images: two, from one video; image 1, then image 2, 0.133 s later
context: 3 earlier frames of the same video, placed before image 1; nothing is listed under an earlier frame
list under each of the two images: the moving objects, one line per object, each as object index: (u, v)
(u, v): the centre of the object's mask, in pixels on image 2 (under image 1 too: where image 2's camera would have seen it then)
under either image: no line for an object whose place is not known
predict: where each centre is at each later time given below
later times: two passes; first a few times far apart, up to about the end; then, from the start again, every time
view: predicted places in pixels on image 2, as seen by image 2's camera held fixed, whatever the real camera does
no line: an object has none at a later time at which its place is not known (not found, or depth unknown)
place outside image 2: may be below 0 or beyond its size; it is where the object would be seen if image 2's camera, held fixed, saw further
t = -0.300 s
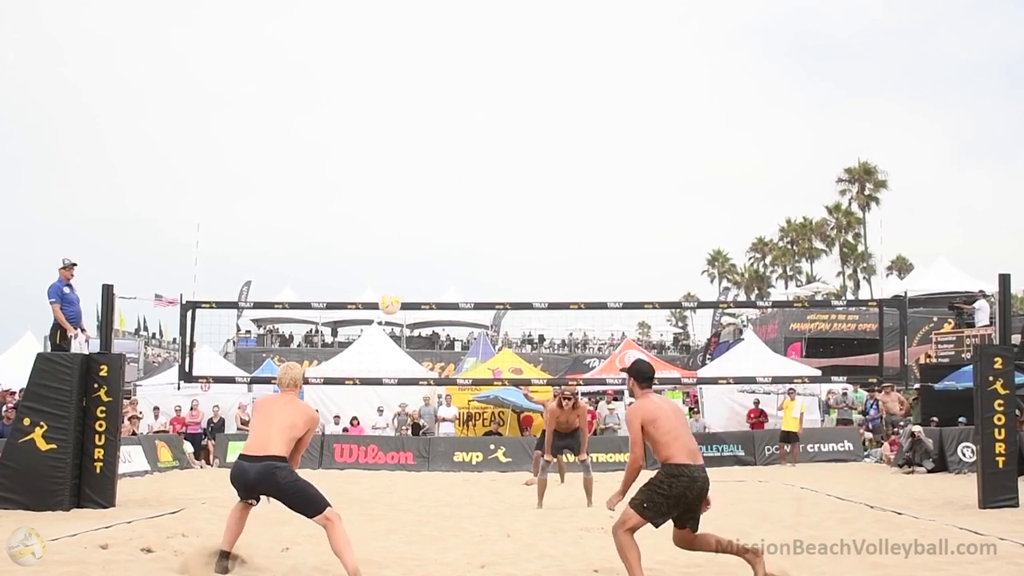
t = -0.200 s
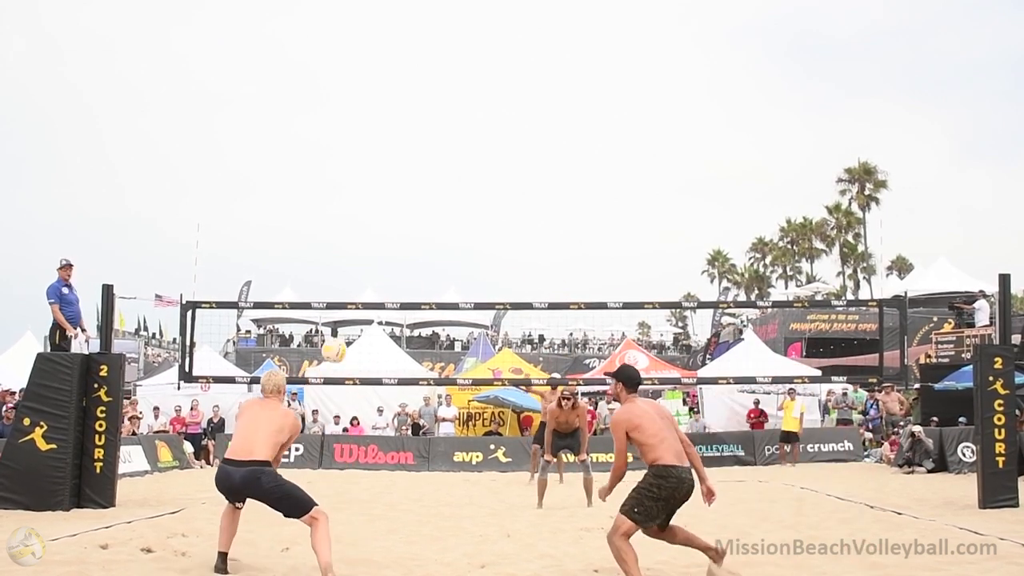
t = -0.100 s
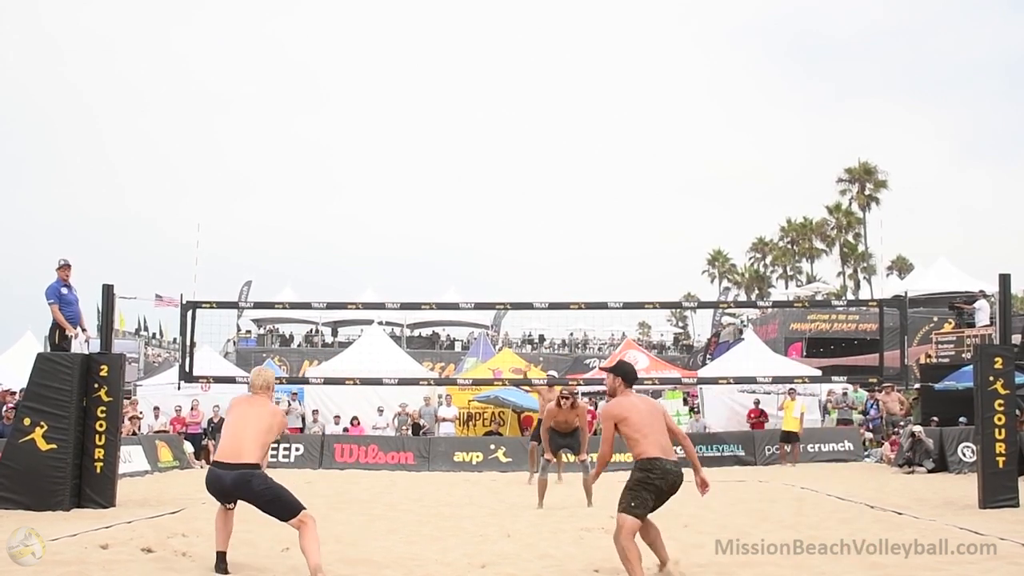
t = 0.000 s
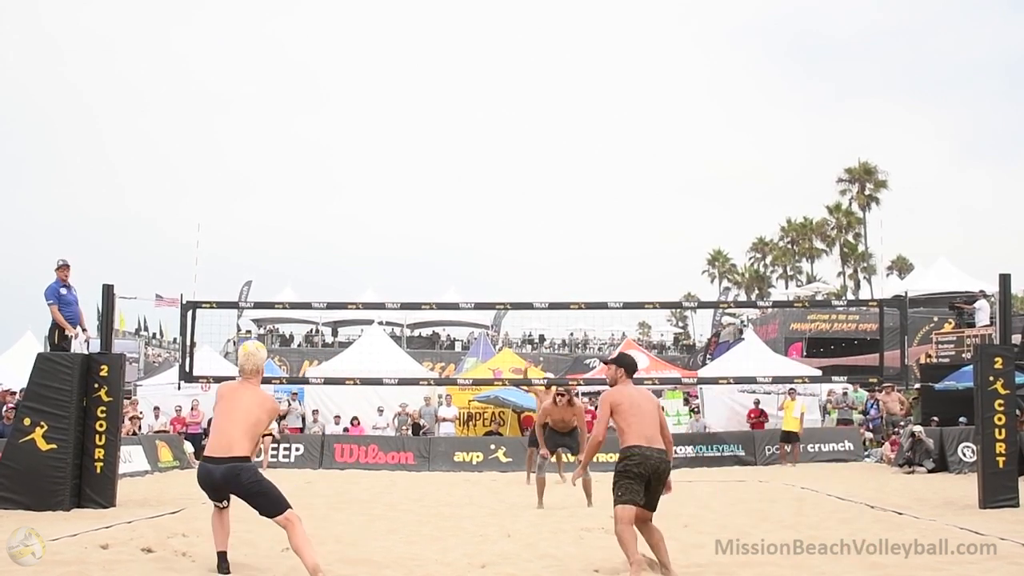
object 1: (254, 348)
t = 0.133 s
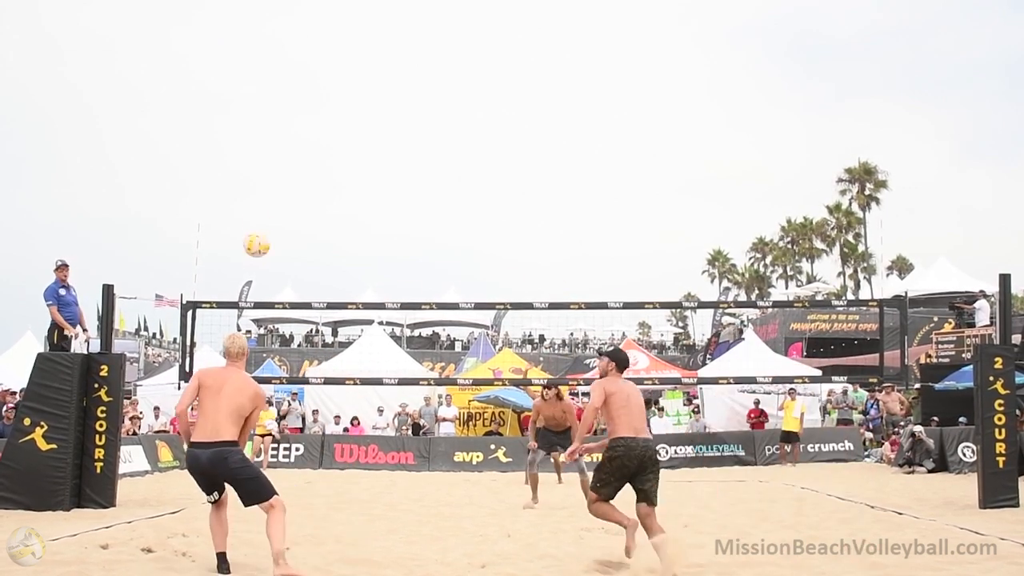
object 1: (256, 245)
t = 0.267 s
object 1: (259, 167)
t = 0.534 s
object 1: (260, 86)
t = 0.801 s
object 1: (261, 85)
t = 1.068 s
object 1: (260, 143)
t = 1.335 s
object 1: (261, 252)
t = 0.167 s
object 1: (257, 222)
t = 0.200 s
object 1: (258, 202)
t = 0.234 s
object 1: (258, 183)
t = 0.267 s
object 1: (259, 167)
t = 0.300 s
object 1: (259, 152)
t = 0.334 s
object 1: (259, 139)
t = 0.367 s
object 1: (260, 126)
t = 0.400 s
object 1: (261, 116)
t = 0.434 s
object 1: (260, 106)
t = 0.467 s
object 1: (261, 98)
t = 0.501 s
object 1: (261, 92)
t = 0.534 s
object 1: (260, 86)
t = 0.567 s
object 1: (261, 83)
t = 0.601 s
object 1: (261, 80)
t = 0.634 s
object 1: (261, 78)
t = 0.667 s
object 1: (261, 77)
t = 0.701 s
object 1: (261, 77)
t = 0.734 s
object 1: (261, 79)
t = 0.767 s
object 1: (261, 81)
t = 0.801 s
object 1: (261, 85)
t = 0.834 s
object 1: (261, 88)
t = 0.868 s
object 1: (261, 93)
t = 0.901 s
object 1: (261, 100)
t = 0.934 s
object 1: (261, 107)
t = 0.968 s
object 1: (260, 114)
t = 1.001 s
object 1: (260, 124)
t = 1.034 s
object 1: (260, 133)
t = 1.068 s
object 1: (260, 143)
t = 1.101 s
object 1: (260, 154)
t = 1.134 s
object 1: (260, 166)
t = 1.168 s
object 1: (261, 179)
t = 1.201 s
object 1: (261, 192)
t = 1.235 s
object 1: (261, 207)
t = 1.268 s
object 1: (261, 221)
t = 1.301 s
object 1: (261, 237)
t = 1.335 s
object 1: (261, 252)
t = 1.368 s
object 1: (261, 269)
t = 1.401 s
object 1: (261, 287)
